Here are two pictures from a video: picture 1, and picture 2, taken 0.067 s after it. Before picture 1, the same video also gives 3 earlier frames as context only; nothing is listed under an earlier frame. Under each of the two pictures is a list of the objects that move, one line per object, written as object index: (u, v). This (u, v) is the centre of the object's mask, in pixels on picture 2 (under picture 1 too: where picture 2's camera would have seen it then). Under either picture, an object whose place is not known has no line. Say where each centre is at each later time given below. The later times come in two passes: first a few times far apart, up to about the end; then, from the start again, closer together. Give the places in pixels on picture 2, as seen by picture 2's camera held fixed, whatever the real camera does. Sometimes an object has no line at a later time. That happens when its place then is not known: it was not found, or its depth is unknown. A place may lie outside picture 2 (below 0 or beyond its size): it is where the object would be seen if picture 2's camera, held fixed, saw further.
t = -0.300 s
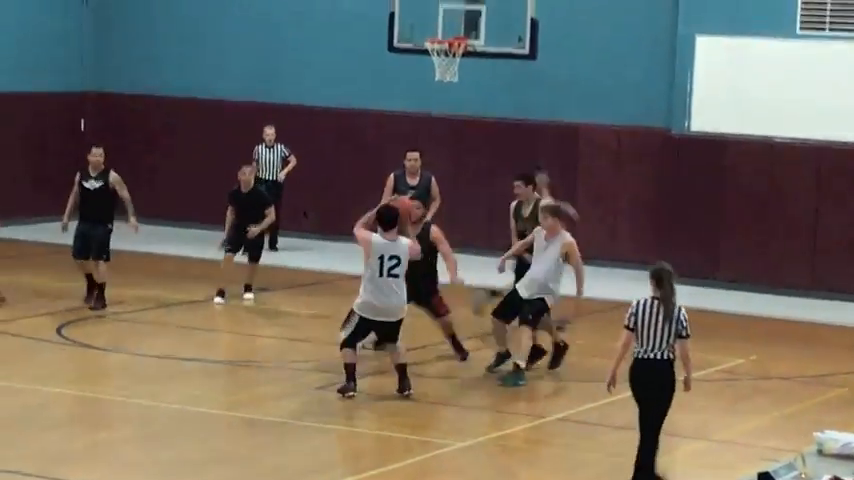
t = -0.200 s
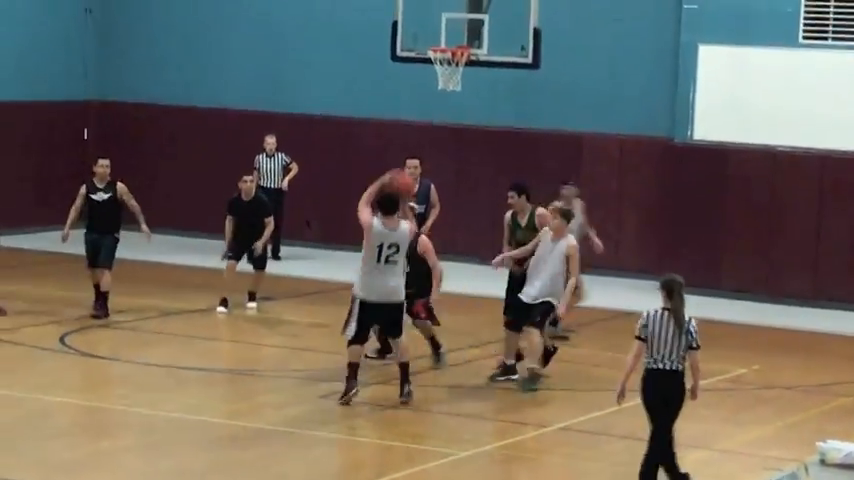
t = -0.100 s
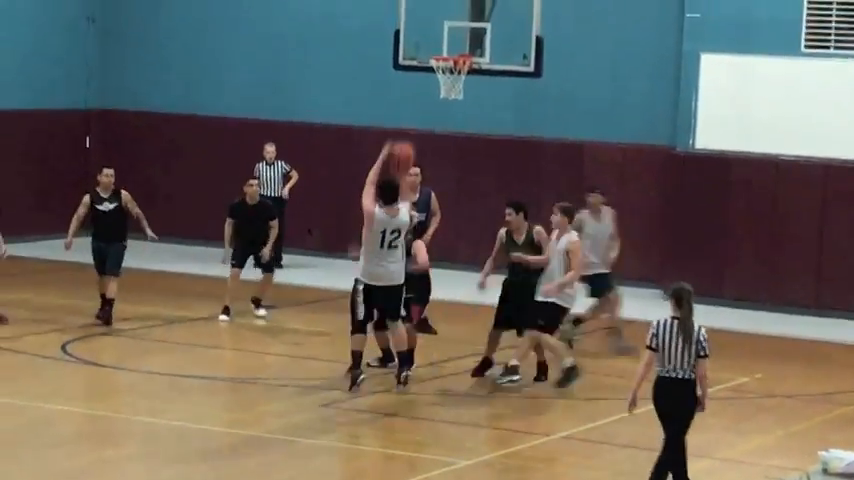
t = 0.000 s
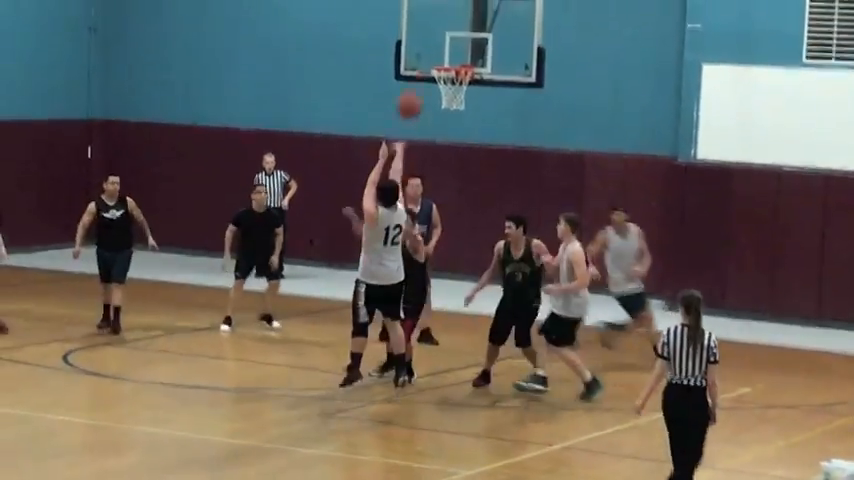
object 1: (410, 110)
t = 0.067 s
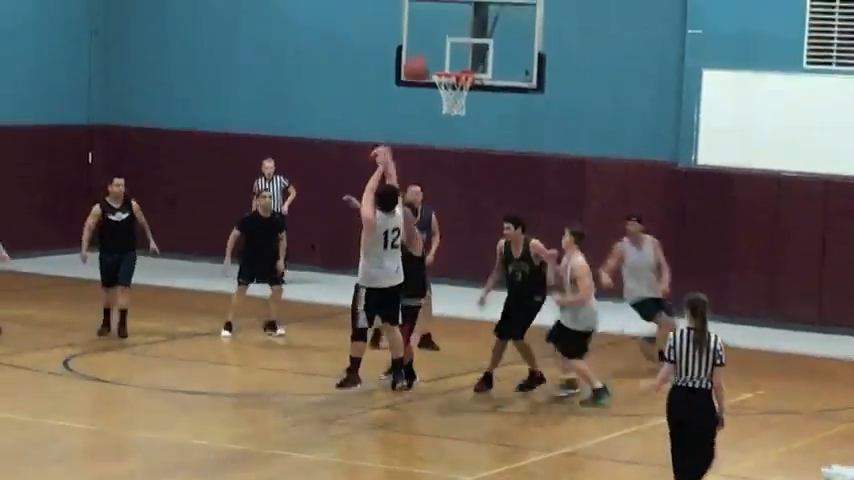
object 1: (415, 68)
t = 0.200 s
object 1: (427, 4)
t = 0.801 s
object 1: (459, -39)
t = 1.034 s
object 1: (466, 28)
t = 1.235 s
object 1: (498, 51)
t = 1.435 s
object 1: (559, 36)
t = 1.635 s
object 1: (621, 56)
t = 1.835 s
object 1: (682, 112)
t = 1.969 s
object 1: (721, 168)
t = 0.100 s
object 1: (418, 51)
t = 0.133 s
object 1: (421, 34)
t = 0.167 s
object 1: (424, 19)
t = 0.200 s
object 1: (427, 4)
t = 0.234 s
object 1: (429, -6)
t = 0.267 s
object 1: (431, -13)
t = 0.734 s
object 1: (458, -43)
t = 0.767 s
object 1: (458, -41)
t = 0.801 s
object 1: (459, -39)
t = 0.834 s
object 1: (460, -34)
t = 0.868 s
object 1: (462, -25)
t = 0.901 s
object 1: (462, -16)
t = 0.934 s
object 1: (463, -6)
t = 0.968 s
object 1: (464, 4)
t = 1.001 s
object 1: (465, 16)
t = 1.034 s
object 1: (466, 28)
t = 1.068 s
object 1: (466, 40)
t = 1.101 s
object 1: (466, 54)
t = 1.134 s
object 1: (468, 66)
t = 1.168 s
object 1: (477, 63)
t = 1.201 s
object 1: (487, 56)
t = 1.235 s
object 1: (498, 51)
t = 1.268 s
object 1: (507, 46)
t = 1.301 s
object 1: (517, 43)
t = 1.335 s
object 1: (527, 39)
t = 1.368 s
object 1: (538, 37)
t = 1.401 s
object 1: (548, 36)
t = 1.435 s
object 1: (559, 36)
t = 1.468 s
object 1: (570, 36)
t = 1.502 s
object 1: (580, 38)
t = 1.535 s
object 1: (590, 41)
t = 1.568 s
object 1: (600, 45)
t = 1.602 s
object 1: (611, 50)
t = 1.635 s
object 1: (621, 56)
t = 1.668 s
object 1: (632, 63)
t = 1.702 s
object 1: (641, 70)
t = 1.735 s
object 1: (651, 79)
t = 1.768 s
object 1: (661, 89)
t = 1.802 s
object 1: (672, 101)
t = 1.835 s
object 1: (682, 112)
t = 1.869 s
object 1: (692, 126)
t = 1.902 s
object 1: (702, 140)
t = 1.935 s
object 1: (713, 153)
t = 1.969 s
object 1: (721, 168)
